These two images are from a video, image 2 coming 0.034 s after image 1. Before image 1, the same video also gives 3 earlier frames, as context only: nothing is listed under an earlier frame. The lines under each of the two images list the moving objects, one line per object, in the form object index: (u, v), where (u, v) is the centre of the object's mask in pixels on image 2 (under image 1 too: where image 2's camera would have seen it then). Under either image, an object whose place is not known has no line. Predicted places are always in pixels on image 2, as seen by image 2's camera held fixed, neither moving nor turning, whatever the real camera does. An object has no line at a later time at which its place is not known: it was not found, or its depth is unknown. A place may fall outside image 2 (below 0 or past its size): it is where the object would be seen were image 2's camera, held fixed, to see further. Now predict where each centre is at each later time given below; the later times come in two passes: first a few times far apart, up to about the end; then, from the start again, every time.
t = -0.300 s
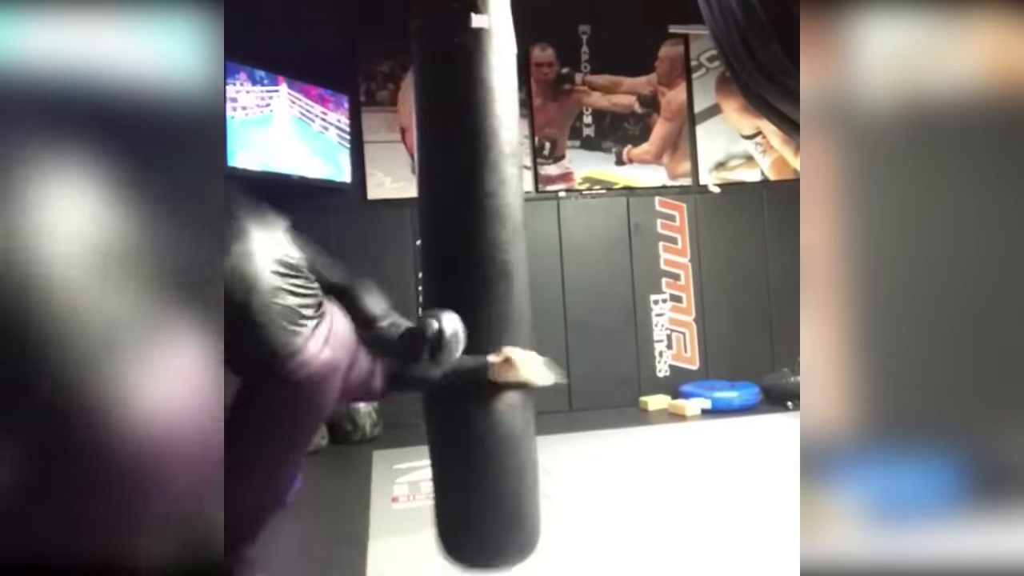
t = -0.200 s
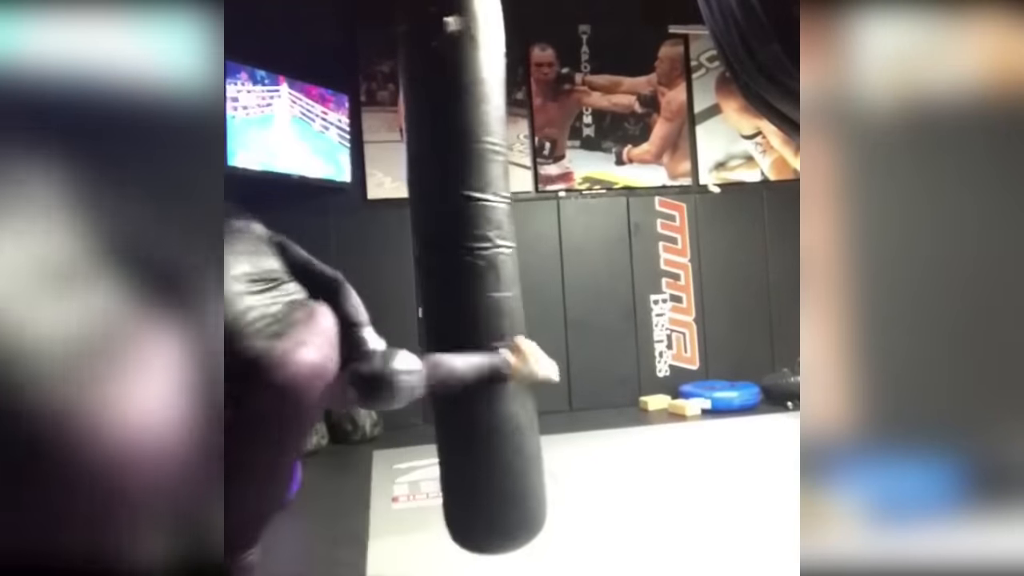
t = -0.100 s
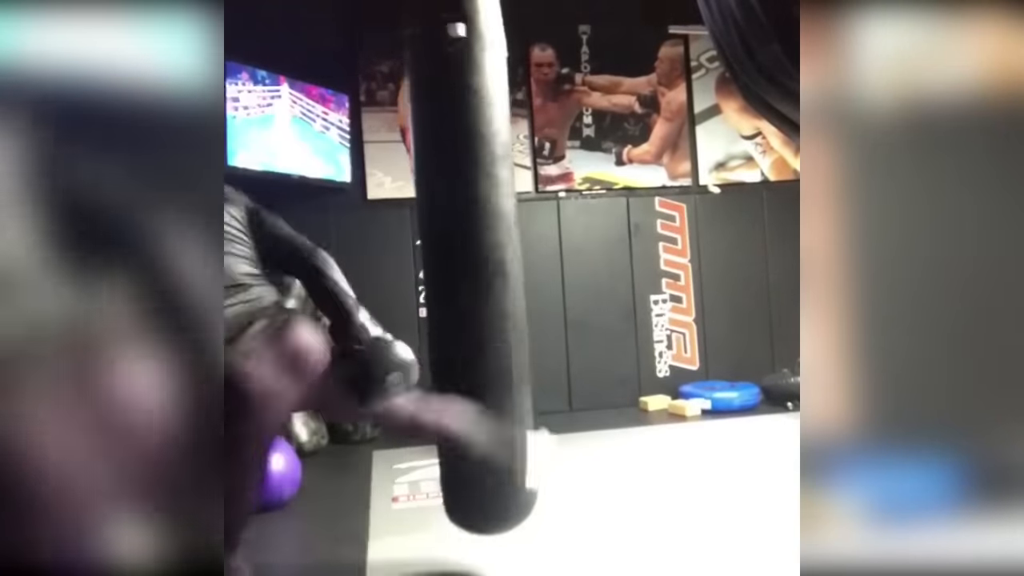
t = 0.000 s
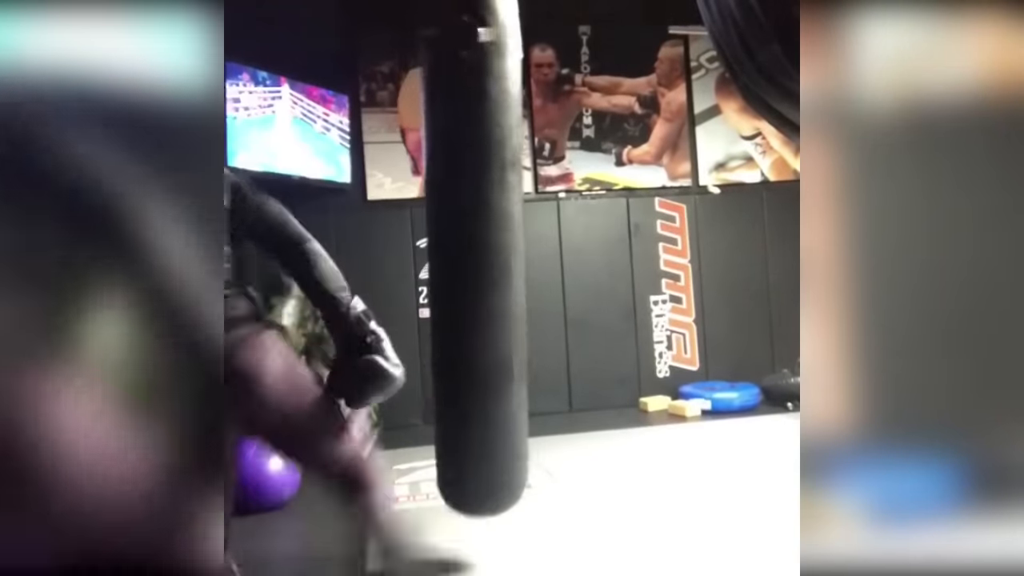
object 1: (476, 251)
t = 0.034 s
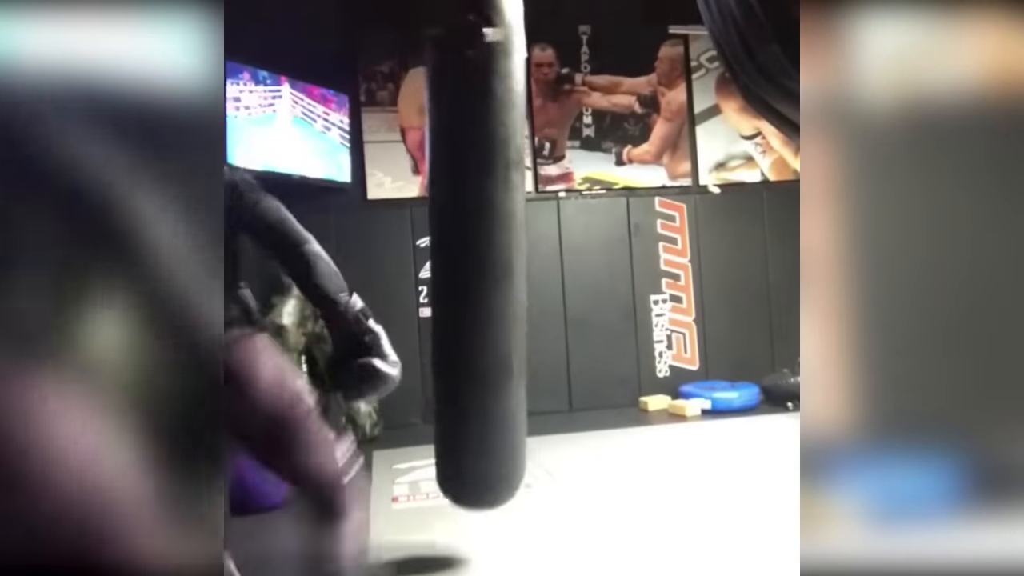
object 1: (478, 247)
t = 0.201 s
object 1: (481, 241)
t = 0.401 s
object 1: (481, 244)
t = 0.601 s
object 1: (493, 245)
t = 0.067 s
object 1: (479, 245)
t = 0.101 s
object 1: (480, 243)
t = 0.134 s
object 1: (480, 242)
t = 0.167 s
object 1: (481, 242)
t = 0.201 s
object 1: (481, 241)
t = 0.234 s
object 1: (480, 241)
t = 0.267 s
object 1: (480, 241)
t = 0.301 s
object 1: (479, 242)
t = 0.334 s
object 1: (479, 242)
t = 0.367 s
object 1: (479, 242)
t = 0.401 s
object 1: (481, 244)
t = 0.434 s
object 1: (481, 243)
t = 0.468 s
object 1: (483, 243)
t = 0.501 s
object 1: (485, 243)
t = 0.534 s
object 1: (488, 244)
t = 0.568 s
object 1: (490, 244)
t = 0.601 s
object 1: (493, 245)
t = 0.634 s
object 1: (495, 246)
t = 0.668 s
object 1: (497, 246)
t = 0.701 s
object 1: (499, 248)
